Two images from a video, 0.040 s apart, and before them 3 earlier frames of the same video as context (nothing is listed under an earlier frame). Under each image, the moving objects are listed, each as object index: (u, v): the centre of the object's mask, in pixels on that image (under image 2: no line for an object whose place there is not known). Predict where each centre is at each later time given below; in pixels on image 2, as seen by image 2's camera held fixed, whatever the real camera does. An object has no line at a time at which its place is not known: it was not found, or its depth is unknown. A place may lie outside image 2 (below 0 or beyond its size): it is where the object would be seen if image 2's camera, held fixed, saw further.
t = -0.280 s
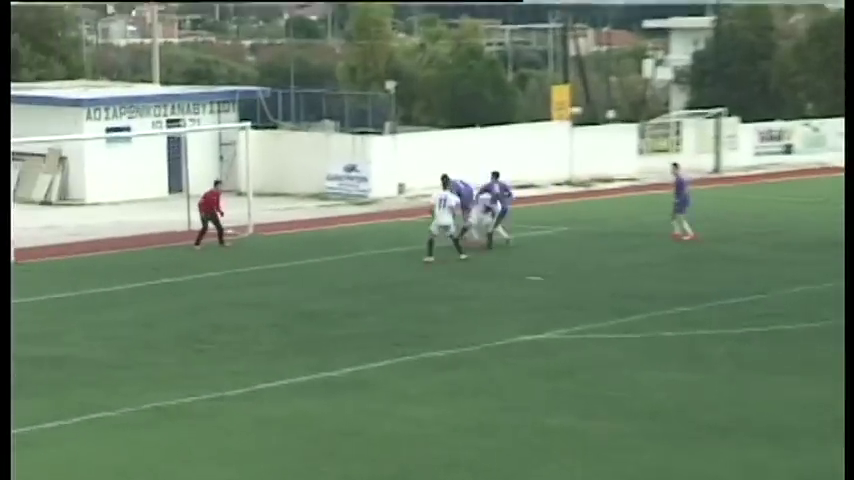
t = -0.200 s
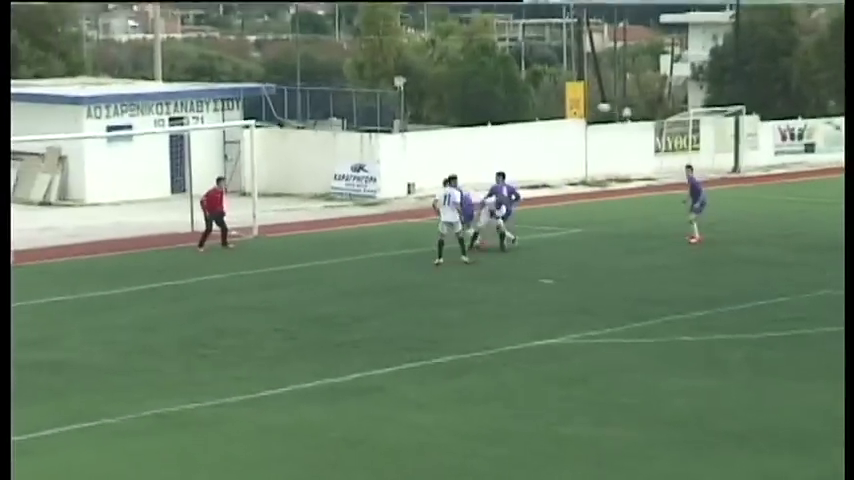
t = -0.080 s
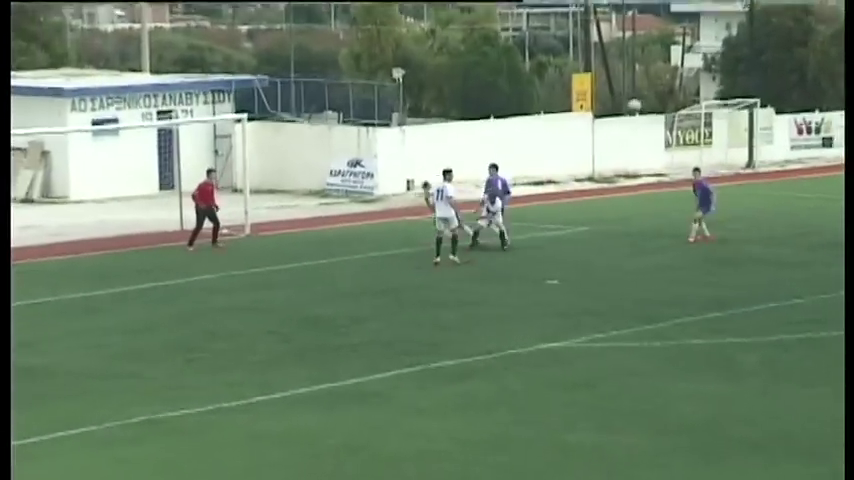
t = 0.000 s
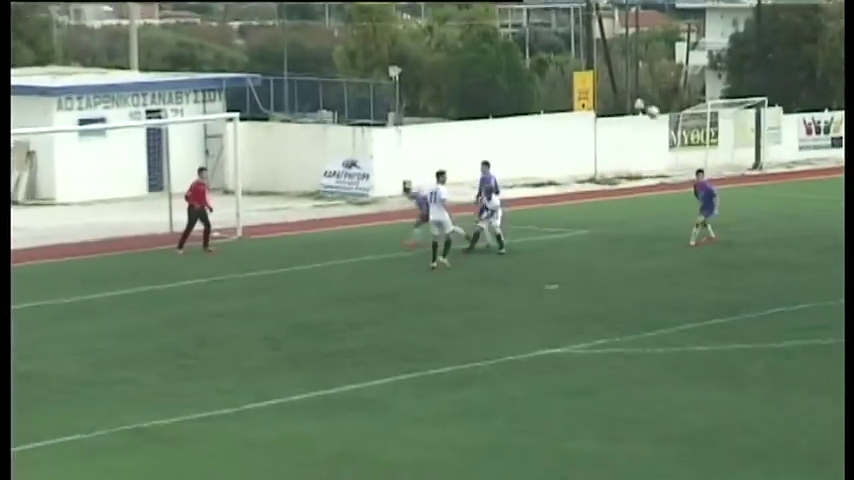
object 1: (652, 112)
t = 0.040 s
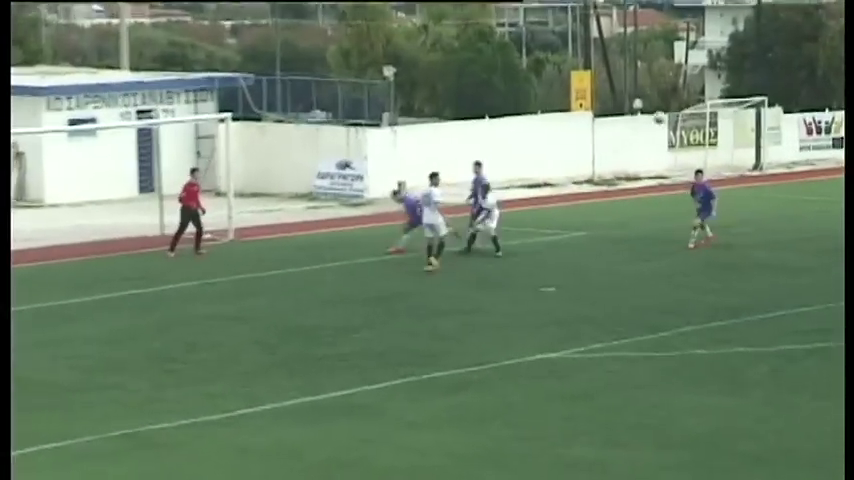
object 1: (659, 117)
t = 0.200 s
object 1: (691, 146)
